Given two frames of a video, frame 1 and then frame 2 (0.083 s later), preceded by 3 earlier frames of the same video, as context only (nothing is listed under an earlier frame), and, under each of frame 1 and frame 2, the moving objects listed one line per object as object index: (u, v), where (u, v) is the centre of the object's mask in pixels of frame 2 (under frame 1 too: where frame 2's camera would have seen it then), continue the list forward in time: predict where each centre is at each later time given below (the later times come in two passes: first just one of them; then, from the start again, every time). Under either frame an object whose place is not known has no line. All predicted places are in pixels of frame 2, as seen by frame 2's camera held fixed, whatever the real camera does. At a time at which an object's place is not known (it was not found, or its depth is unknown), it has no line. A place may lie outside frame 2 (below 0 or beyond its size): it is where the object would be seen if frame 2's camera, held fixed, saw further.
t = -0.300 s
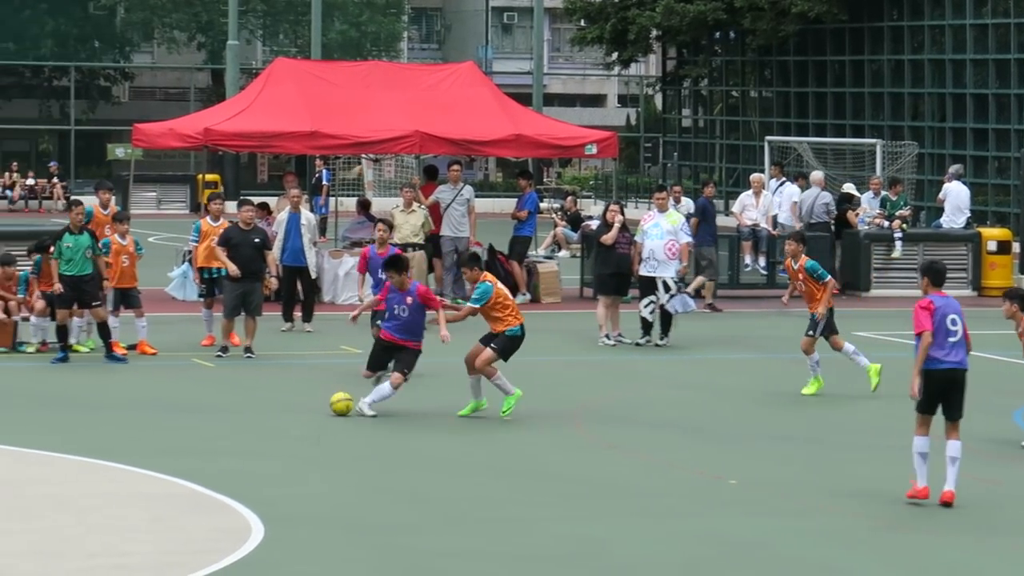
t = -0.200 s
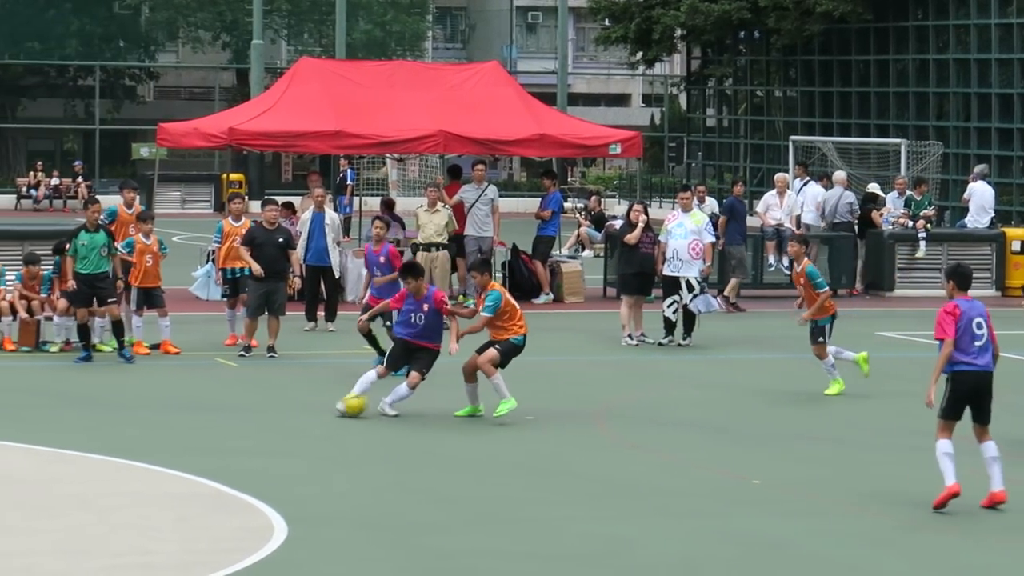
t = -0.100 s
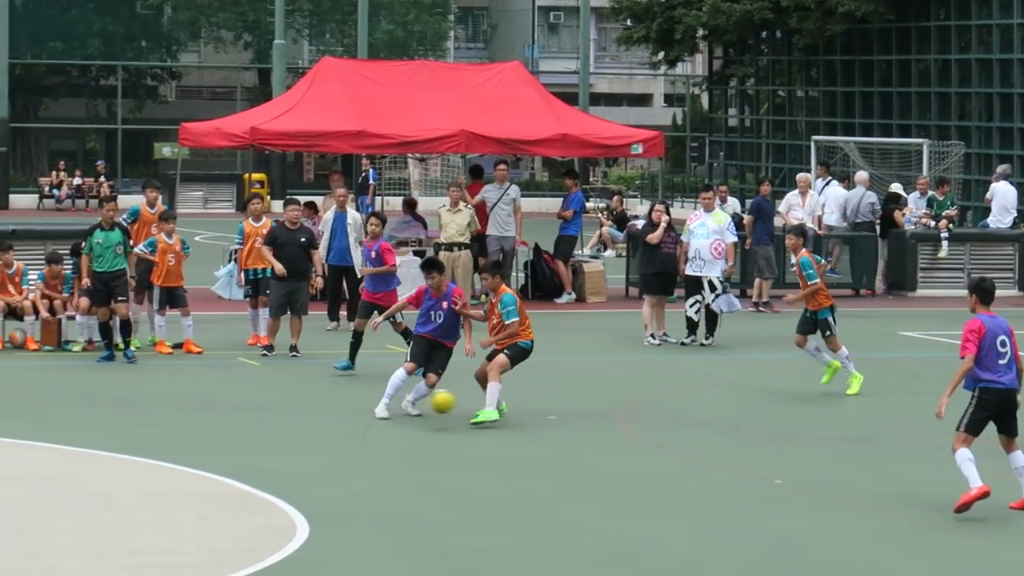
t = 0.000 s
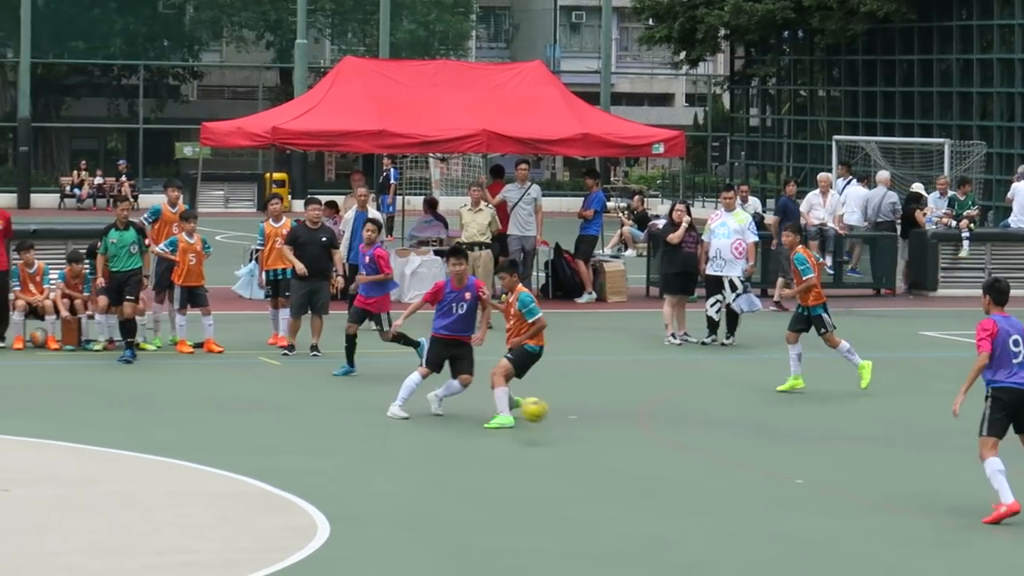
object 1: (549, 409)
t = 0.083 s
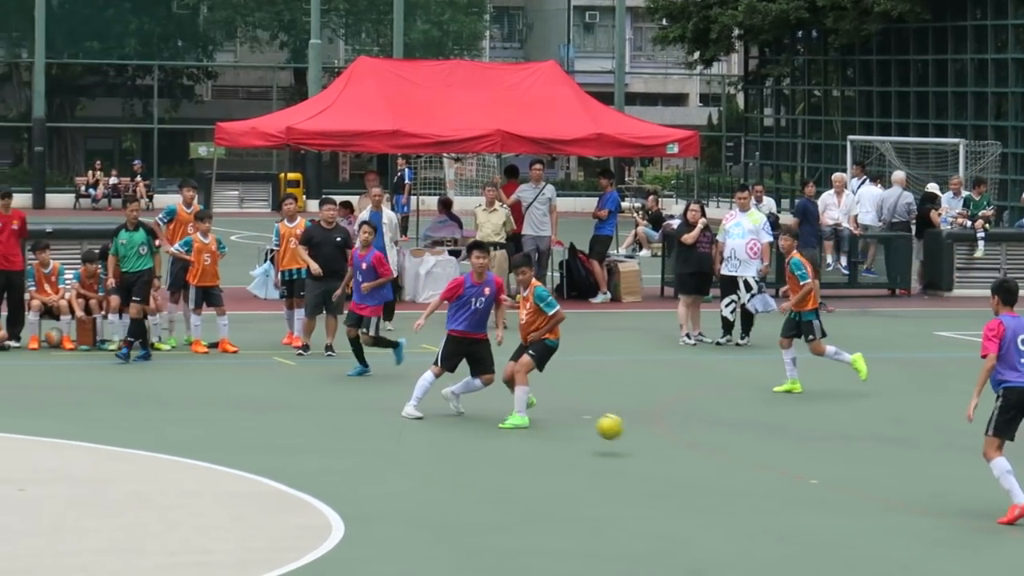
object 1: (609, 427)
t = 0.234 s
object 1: (720, 450)
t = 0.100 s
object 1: (623, 431)
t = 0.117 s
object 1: (635, 436)
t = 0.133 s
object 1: (648, 440)
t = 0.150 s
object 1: (662, 446)
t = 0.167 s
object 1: (675, 451)
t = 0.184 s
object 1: (686, 450)
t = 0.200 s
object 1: (698, 450)
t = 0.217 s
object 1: (709, 450)
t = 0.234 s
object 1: (720, 450)
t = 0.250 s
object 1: (731, 450)
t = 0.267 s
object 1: (742, 451)
